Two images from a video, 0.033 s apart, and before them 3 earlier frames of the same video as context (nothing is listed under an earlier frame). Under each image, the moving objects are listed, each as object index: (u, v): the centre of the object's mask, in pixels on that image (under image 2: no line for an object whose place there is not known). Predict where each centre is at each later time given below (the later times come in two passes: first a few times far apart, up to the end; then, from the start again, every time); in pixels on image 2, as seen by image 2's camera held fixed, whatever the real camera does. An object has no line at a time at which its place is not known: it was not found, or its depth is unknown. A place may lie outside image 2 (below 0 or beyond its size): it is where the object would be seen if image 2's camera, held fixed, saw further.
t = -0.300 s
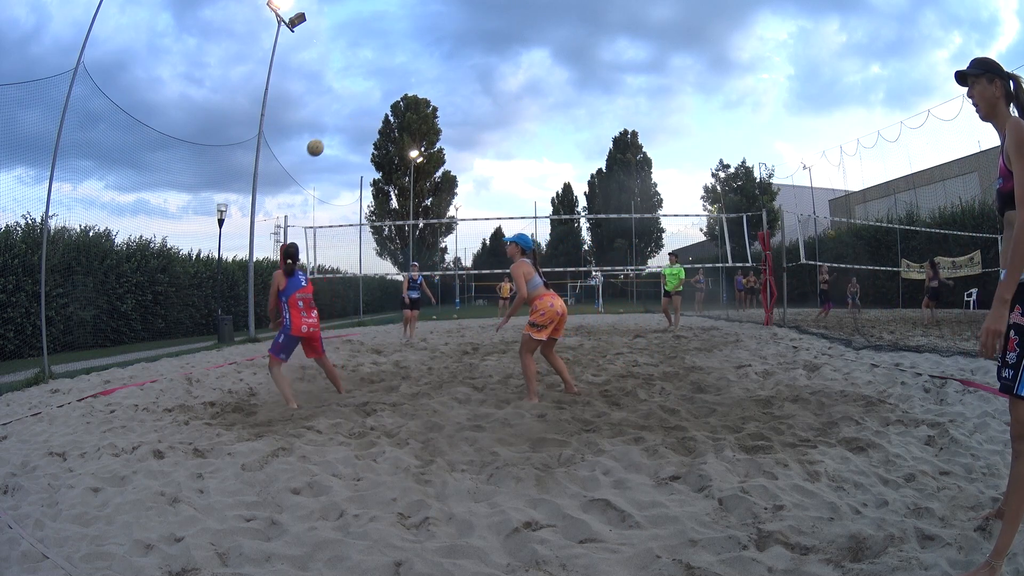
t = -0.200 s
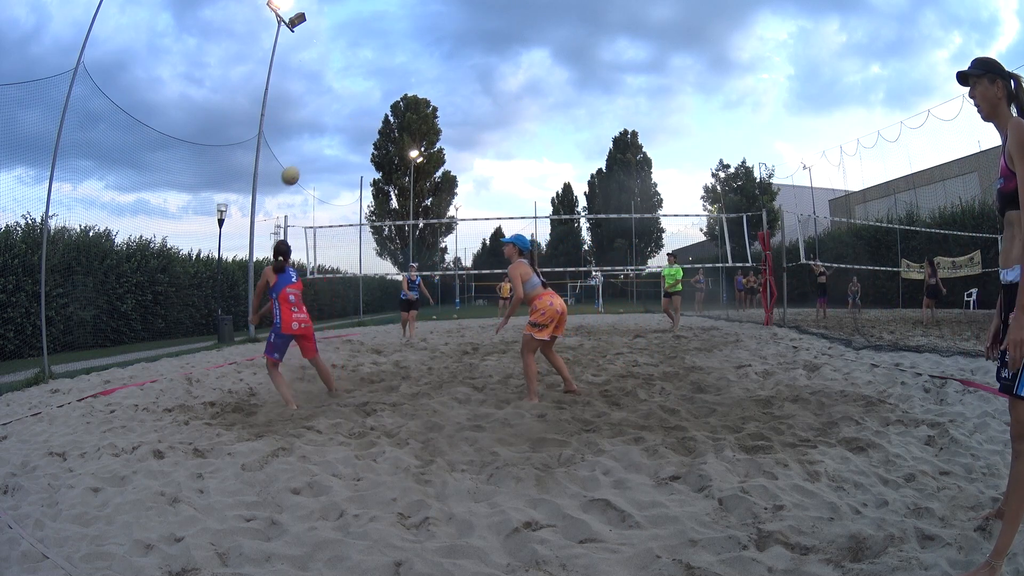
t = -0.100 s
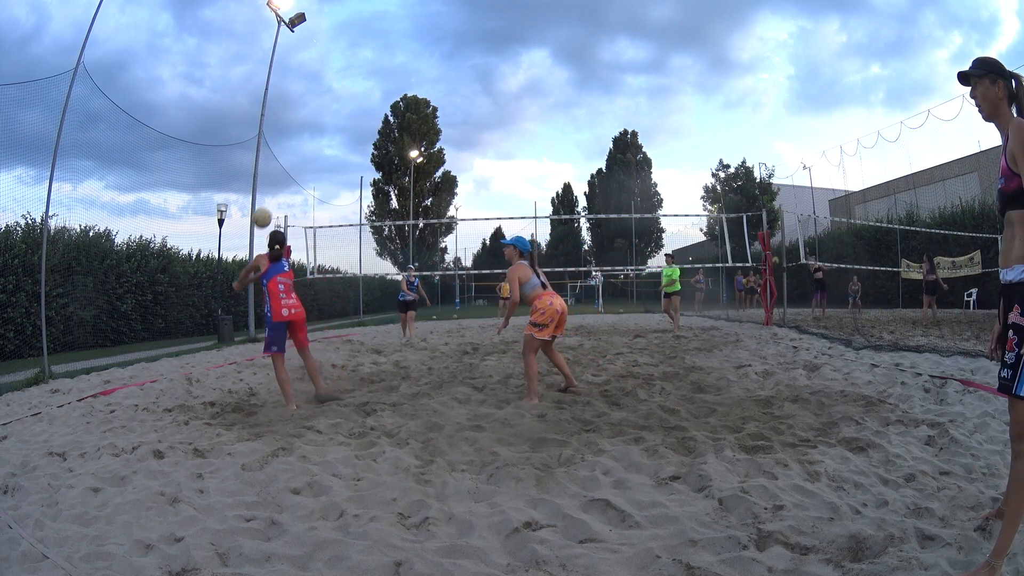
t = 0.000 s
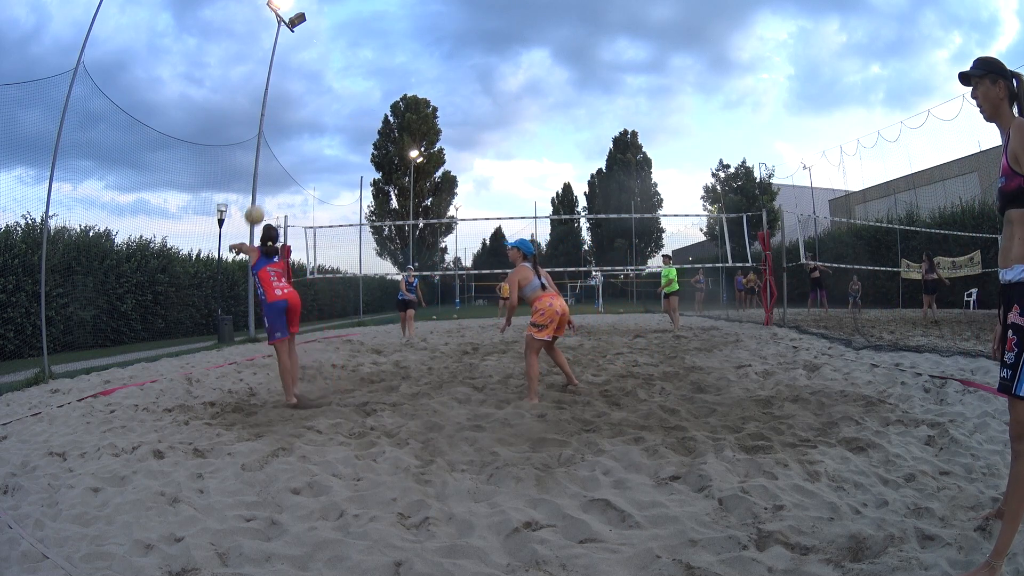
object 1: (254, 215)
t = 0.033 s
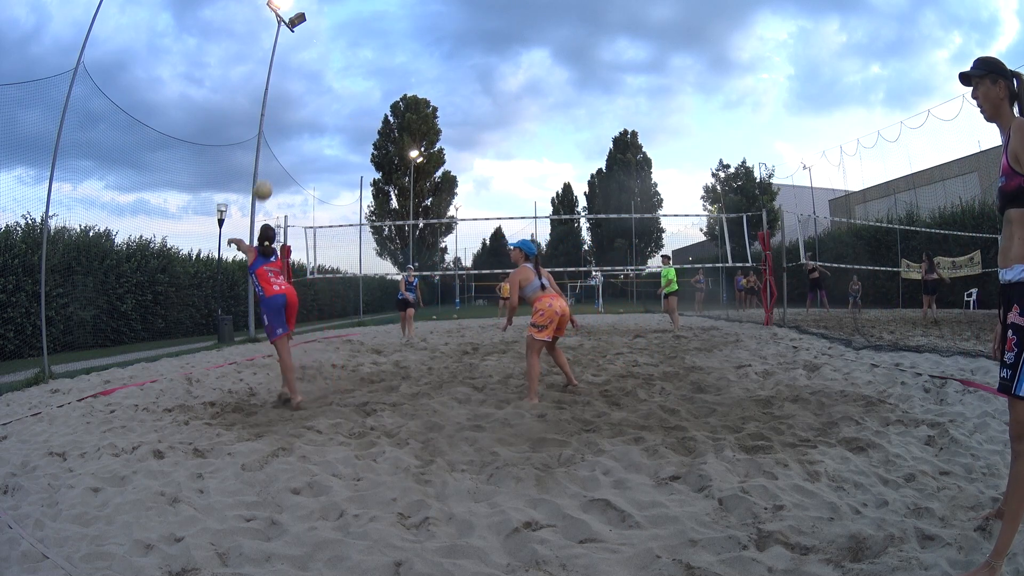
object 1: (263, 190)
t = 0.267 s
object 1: (318, 73)
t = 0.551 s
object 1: (370, 18)
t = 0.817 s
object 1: (404, 16)
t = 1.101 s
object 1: (431, 53)
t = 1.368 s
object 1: (452, 124)
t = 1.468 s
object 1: (459, 160)
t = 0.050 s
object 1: (267, 179)
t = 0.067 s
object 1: (271, 168)
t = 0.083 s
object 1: (275, 158)
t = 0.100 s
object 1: (279, 148)
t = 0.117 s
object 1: (283, 138)
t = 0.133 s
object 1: (287, 129)
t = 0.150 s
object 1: (291, 121)
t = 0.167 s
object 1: (296, 113)
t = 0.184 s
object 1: (299, 105)
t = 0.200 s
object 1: (304, 98)
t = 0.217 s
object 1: (307, 91)
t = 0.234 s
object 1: (311, 85)
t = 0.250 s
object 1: (315, 78)
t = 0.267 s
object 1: (318, 73)
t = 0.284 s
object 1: (322, 68)
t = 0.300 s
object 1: (326, 62)
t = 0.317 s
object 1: (329, 58)
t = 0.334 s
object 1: (332, 53)
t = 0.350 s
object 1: (336, 49)
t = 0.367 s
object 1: (339, 45)
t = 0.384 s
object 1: (342, 42)
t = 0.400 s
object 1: (345, 38)
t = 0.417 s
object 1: (348, 35)
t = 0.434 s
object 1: (351, 32)
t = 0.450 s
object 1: (354, 30)
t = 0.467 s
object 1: (357, 27)
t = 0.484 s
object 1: (359, 25)
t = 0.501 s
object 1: (362, 23)
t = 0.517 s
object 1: (365, 21)
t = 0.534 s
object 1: (367, 19)
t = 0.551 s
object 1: (370, 18)
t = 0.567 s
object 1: (372, 16)
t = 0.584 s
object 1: (375, 15)
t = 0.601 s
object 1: (377, 14)
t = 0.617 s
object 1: (379, 14)
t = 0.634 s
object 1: (382, 13)
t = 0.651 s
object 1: (384, 12)
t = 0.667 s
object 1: (386, 12)
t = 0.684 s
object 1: (388, 12)
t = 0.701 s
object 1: (390, 12)
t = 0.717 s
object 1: (392, 12)
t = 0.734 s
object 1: (394, 12)
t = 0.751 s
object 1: (396, 13)
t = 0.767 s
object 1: (398, 13)
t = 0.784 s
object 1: (400, 14)
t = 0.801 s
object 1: (402, 15)
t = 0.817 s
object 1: (404, 16)
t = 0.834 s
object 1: (406, 17)
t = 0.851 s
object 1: (407, 18)
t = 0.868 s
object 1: (409, 19)
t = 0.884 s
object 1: (410, 21)
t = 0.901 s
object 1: (413, 22)
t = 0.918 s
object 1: (414, 24)
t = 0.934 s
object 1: (416, 26)
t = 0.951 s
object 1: (417, 28)
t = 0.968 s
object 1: (419, 30)
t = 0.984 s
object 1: (420, 33)
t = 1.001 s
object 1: (422, 35)
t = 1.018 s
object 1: (423, 38)
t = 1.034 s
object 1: (425, 41)
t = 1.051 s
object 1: (426, 43)
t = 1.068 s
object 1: (428, 46)
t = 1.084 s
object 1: (429, 49)
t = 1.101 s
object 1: (431, 53)
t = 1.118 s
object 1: (432, 56)
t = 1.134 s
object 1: (434, 60)
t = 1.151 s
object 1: (435, 63)
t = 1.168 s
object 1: (436, 67)
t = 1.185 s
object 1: (438, 71)
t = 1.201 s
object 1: (439, 75)
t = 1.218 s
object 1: (440, 79)
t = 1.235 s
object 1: (442, 84)
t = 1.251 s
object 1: (443, 88)
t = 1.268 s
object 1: (444, 93)
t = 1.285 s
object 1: (446, 98)
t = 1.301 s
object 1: (447, 103)
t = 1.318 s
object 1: (448, 108)
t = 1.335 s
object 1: (450, 113)
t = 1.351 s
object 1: (451, 118)
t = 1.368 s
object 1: (452, 124)
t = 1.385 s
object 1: (453, 130)
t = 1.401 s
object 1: (455, 136)
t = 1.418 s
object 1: (456, 142)
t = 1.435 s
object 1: (457, 148)
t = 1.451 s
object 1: (458, 154)
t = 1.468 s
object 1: (459, 160)
